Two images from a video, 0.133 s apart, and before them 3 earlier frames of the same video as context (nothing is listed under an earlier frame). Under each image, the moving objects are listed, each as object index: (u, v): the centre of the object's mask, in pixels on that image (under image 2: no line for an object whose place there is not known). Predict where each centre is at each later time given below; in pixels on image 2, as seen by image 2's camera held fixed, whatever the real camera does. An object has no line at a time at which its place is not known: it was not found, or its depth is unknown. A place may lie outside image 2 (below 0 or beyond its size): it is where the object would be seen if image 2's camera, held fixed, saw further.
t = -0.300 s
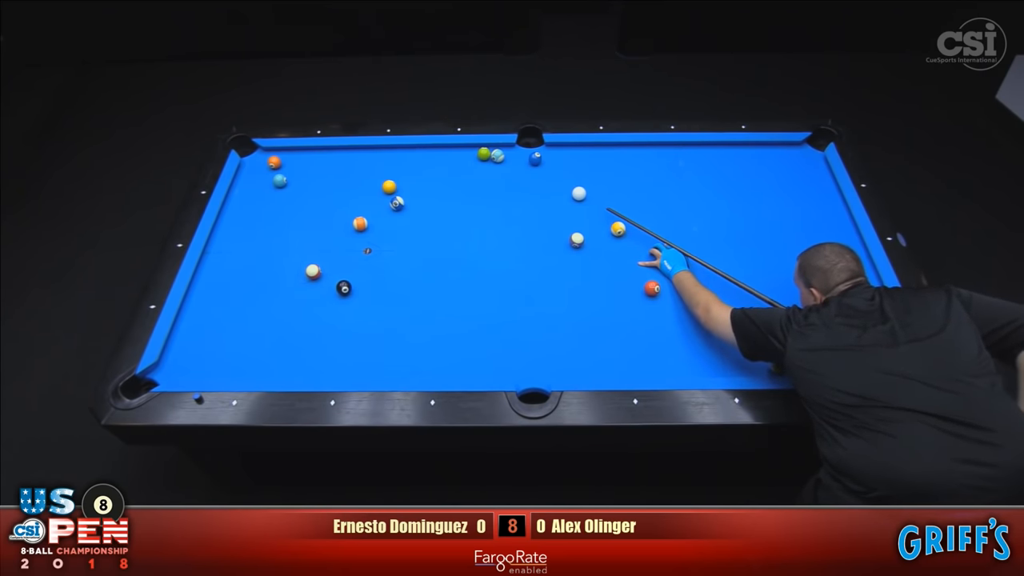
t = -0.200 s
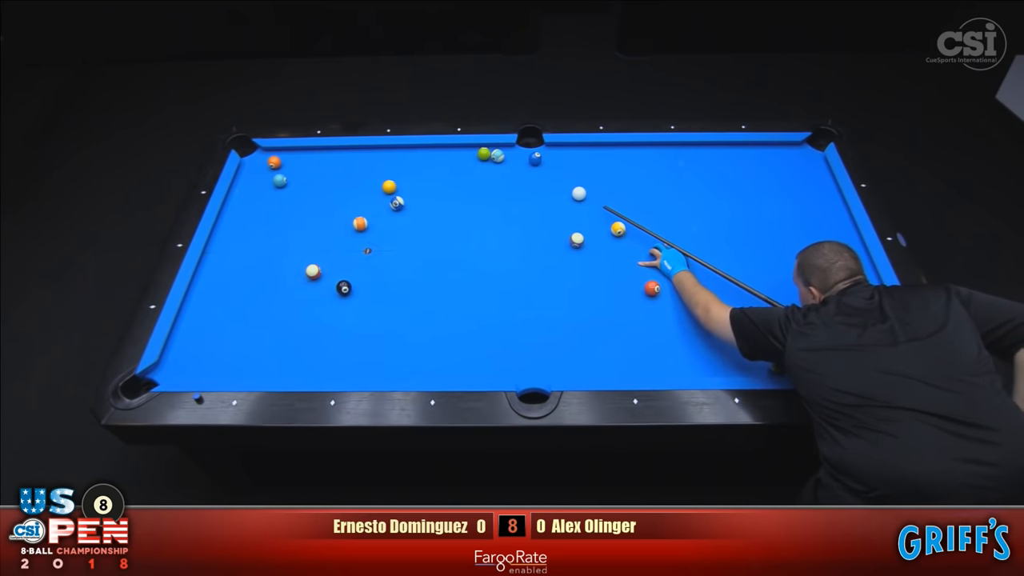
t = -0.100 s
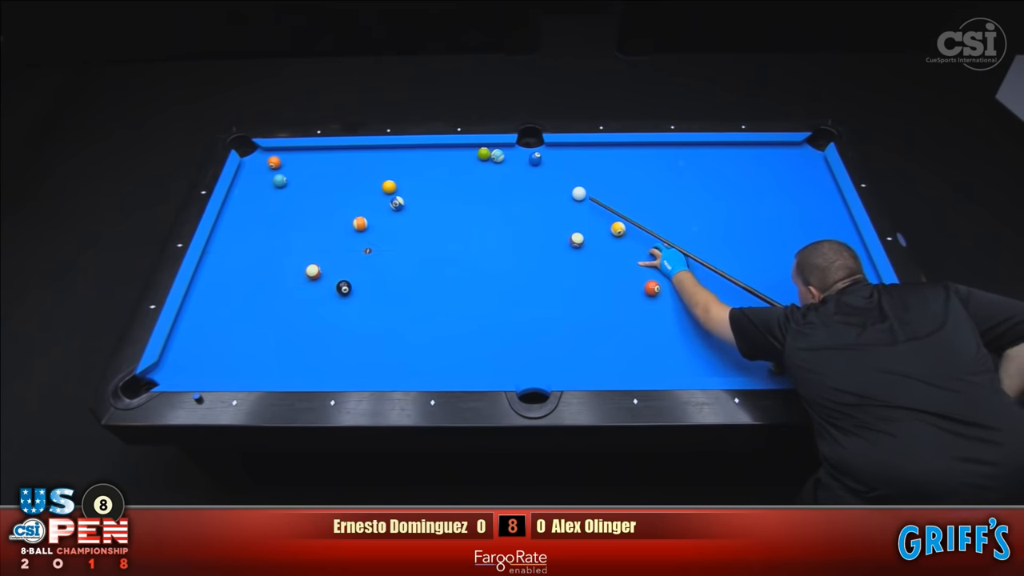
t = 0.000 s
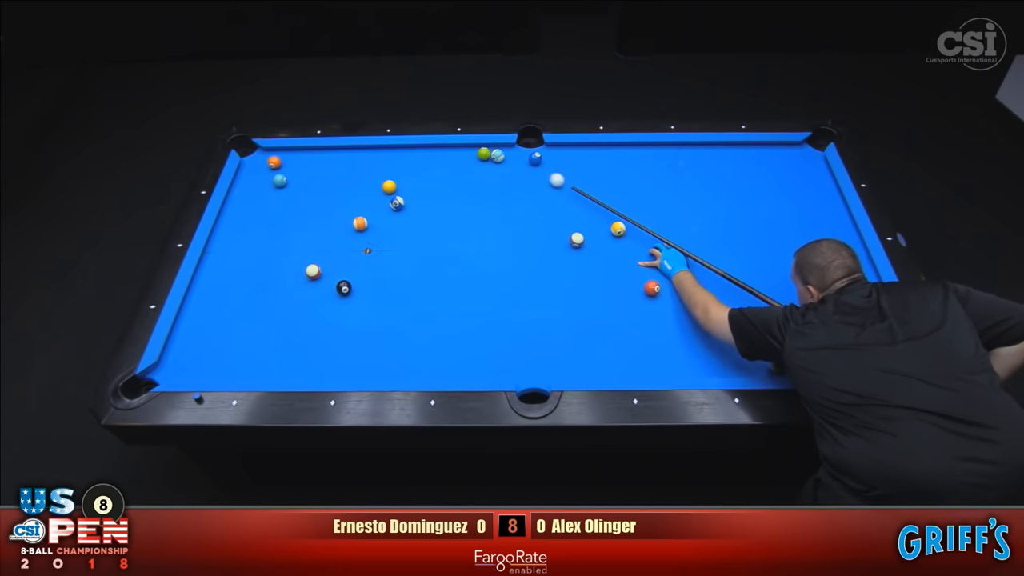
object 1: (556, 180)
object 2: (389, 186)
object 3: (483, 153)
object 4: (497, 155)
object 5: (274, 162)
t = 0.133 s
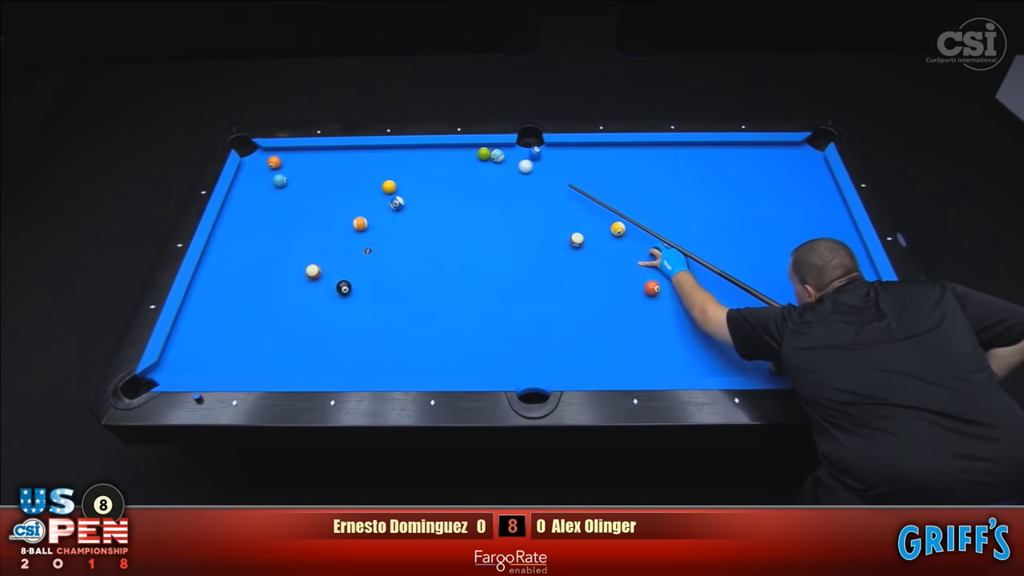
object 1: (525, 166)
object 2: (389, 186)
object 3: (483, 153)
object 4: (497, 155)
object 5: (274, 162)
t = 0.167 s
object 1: (518, 165)
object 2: (389, 186)
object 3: (483, 153)
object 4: (497, 155)
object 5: (274, 162)
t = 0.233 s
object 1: (503, 163)
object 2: (389, 186)
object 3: (483, 153)
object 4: (496, 154)
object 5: (274, 162)
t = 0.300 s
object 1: (492, 165)
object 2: (389, 186)
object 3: (480, 153)
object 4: (497, 152)
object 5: (274, 162)
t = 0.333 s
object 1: (487, 166)
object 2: (389, 186)
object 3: (478, 153)
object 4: (498, 151)
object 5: (274, 162)
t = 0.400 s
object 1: (475, 168)
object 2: (389, 186)
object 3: (475, 152)
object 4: (498, 148)
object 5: (274, 162)
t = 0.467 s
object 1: (464, 169)
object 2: (389, 186)
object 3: (471, 151)
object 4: (499, 150)
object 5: (274, 162)
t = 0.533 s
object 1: (453, 171)
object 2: (389, 186)
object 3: (468, 151)
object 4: (500, 151)
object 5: (274, 162)
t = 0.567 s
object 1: (448, 172)
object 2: (389, 187)
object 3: (466, 150)
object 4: (500, 152)
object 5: (274, 162)
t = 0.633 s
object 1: (437, 173)
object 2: (389, 187)
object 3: (463, 150)
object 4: (500, 153)
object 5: (274, 162)
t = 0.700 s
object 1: (426, 175)
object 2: (389, 187)
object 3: (459, 149)
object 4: (501, 155)
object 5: (274, 162)
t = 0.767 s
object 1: (416, 176)
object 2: (389, 186)
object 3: (456, 149)
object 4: (502, 157)
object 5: (274, 162)
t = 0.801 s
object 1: (410, 177)
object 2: (389, 186)
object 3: (455, 148)
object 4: (502, 157)
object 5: (274, 162)
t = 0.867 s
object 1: (400, 178)
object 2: (389, 187)
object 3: (452, 148)
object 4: (503, 160)
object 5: (274, 162)
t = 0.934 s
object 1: (392, 177)
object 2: (386, 189)
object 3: (450, 149)
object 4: (503, 161)
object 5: (274, 162)
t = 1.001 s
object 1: (385, 176)
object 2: (383, 191)
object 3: (448, 149)
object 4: (504, 163)
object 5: (274, 162)
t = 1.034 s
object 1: (381, 176)
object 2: (382, 193)
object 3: (447, 149)
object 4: (504, 163)
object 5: (274, 162)
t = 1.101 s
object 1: (374, 175)
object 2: (379, 195)
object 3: (445, 149)
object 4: (504, 165)
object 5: (274, 162)
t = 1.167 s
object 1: (368, 174)
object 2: (377, 197)
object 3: (442, 150)
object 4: (505, 166)
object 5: (274, 162)
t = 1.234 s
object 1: (361, 173)
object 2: (374, 199)
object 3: (441, 150)
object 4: (505, 168)
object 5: (274, 162)
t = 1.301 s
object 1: (354, 172)
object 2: (371, 202)
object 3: (439, 151)
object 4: (506, 169)
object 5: (274, 162)
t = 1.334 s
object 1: (351, 171)
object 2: (370, 203)
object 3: (438, 151)
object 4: (506, 170)
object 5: (274, 162)
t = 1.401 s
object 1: (345, 170)
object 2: (367, 205)
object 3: (436, 151)
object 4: (506, 171)
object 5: (274, 162)
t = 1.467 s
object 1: (339, 169)
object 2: (364, 207)
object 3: (435, 151)
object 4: (507, 172)
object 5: (274, 162)
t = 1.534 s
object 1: (333, 168)
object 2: (362, 209)
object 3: (434, 151)
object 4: (507, 173)
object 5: (274, 162)
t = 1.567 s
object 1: (330, 167)
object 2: (361, 210)
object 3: (433, 151)
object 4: (508, 174)
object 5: (274, 162)
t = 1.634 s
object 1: (324, 166)
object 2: (358, 211)
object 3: (431, 152)
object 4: (508, 175)
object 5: (274, 162)
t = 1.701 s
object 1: (318, 165)
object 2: (355, 213)
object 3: (430, 152)
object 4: (508, 176)
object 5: (274, 162)
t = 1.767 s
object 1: (312, 164)
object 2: (352, 215)
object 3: (429, 152)
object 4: (509, 177)
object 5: (274, 162)
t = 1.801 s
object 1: (309, 164)
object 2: (351, 215)
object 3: (429, 152)
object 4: (509, 177)
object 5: (274, 162)
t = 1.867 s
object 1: (303, 163)
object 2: (349, 217)
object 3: (428, 152)
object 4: (509, 178)
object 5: (274, 162)
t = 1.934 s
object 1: (298, 162)
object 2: (347, 218)
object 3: (427, 152)
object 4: (509, 179)
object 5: (274, 162)
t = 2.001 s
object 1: (293, 161)
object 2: (345, 219)
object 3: (426, 153)
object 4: (510, 180)
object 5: (274, 162)
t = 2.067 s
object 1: (288, 160)
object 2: (342, 220)
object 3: (425, 153)
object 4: (510, 180)
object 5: (274, 162)
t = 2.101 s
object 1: (287, 160)
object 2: (341, 221)
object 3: (425, 153)
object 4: (510, 180)
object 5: (272, 162)
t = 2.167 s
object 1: (286, 158)
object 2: (339, 222)
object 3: (424, 153)
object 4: (510, 181)
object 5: (269, 163)
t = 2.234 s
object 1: (285, 157)
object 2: (337, 223)
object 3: (424, 153)
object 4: (510, 182)
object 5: (266, 163)
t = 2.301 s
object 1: (284, 156)
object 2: (335, 224)
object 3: (424, 153)
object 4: (510, 182)
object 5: (263, 163)
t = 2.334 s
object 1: (283, 156)
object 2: (334, 224)
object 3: (423, 153)
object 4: (510, 182)
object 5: (261, 164)
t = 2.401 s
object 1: (282, 154)
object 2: (333, 225)
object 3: (423, 153)
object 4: (510, 183)
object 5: (258, 164)
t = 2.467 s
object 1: (281, 153)
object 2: (331, 226)
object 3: (423, 153)
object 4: (510, 183)
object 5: (256, 164)
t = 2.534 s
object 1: (280, 152)
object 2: (330, 226)
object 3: (423, 153)
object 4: (511, 184)
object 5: (253, 165)
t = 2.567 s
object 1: (280, 152)
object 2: (329, 227)
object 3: (423, 153)
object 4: (511, 184)
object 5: (252, 165)
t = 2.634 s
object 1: (279, 152)
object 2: (328, 227)
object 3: (423, 153)
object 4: (511, 184)
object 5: (249, 165)
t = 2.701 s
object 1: (278, 153)
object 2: (326, 228)
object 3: (423, 153)
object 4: (511, 184)
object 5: (246, 165)
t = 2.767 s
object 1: (277, 153)
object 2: (325, 228)
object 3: (423, 153)
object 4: (511, 184)
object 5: (244, 166)
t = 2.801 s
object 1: (277, 153)
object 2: (324, 229)
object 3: (423, 153)
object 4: (511, 184)
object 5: (244, 166)
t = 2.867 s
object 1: (276, 154)
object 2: (323, 229)
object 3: (423, 153)
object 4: (511, 184)
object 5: (246, 166)
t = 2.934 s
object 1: (275, 154)
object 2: (322, 230)
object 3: (423, 153)
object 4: (511, 184)
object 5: (247, 166)
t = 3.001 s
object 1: (275, 155)
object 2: (321, 230)
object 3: (423, 153)
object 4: (511, 184)
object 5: (249, 166)
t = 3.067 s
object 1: (274, 155)
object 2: (321, 230)
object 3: (423, 153)
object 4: (511, 184)
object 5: (250, 166)
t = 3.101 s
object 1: (274, 155)
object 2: (320, 230)
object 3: (423, 153)
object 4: (511, 184)
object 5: (250, 166)
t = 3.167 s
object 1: (273, 155)
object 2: (320, 231)
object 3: (423, 153)
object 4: (511, 184)
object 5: (251, 166)
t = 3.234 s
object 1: (273, 156)
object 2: (319, 231)
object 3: (423, 153)
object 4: (511, 184)
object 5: (252, 166)
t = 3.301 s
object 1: (273, 156)
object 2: (319, 231)
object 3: (423, 153)
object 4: (511, 184)
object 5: (253, 166)
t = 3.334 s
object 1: (273, 156)
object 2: (319, 231)
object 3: (423, 153)
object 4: (511, 184)
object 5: (254, 166)
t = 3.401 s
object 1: (273, 156)
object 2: (318, 231)
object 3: (423, 153)
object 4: (511, 184)
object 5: (255, 166)
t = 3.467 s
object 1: (272, 156)
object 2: (318, 232)
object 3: (423, 153)
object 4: (511, 184)
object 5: (255, 166)
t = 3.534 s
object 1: (272, 156)
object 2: (318, 232)
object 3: (423, 153)
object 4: (511, 184)
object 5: (256, 166)
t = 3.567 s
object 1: (272, 156)
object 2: (318, 231)
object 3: (423, 153)
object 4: (511, 184)
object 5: (256, 166)
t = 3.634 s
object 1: (272, 156)
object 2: (318, 232)
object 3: (423, 153)
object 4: (511, 184)
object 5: (256, 166)
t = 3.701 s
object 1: (272, 156)
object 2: (318, 231)
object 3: (423, 153)
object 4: (511, 184)
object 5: (256, 166)
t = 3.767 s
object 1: (272, 156)
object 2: (318, 232)
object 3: (423, 153)
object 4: (511, 184)
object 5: (256, 166)
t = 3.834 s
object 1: (272, 156)
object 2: (318, 232)
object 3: (423, 153)
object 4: (511, 184)
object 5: (257, 166)
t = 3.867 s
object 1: (272, 156)
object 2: (318, 232)
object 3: (423, 153)
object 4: (511, 184)
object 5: (257, 166)
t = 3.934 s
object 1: (272, 156)
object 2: (318, 231)
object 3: (423, 153)
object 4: (511, 184)
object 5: (257, 166)
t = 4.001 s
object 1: (272, 156)
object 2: (318, 231)
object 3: (423, 153)
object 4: (511, 184)
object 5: (257, 166)
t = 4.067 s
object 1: (272, 156)
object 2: (318, 232)
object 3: (423, 153)
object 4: (511, 184)
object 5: (257, 166)
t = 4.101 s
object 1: (272, 156)
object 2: (318, 231)
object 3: (423, 153)
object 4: (511, 184)
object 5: (257, 166)
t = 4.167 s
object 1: (272, 156)
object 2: (318, 232)
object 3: (423, 153)
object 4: (511, 184)
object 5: (257, 166)
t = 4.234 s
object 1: (272, 156)
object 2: (318, 232)
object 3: (423, 153)
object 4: (511, 184)
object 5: (257, 166)
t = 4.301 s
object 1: (272, 156)
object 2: (318, 231)
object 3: (423, 153)
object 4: (511, 184)
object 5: (257, 166)
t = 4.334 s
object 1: (272, 156)
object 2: (318, 231)
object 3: (423, 153)
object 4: (511, 184)
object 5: (257, 166)
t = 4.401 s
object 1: (272, 156)
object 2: (318, 231)
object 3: (423, 153)
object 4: (511, 184)
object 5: (257, 166)
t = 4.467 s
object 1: (272, 156)
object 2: (318, 231)
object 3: (423, 153)
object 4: (511, 184)
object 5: (257, 166)
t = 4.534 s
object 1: (272, 156)
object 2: (318, 231)
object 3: (423, 153)
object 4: (511, 184)
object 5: (257, 166)
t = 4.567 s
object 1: (272, 156)
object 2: (318, 232)
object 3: (423, 153)
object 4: (511, 184)
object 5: (257, 166)
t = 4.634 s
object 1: (272, 156)
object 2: (318, 232)
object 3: (423, 153)
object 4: (511, 184)
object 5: (257, 166)
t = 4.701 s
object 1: (272, 156)
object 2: (318, 231)
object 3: (423, 153)
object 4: (511, 184)
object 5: (257, 166)
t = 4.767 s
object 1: (272, 156)
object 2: (318, 231)
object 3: (423, 153)
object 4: (511, 184)
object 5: (257, 166)
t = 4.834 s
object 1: (272, 156)
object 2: (318, 232)
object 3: (423, 153)
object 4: (511, 184)
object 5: (257, 166)
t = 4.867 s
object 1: (272, 156)
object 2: (318, 231)
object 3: (423, 153)
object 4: (511, 184)
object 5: (257, 166)
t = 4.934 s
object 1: (272, 156)
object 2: (318, 231)
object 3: (423, 153)
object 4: (511, 184)
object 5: (257, 166)
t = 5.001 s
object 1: (272, 156)
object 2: (318, 232)
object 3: (423, 153)
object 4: (511, 184)
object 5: (257, 166)
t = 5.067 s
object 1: (272, 156)
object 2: (318, 231)
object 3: (423, 153)
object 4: (511, 184)
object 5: (257, 166)
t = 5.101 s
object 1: (272, 156)
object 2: (318, 231)
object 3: (423, 153)
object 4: (511, 184)
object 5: (257, 166)
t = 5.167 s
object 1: (272, 156)
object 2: (318, 232)
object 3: (423, 153)
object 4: (511, 184)
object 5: (257, 166)
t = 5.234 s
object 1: (272, 156)
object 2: (318, 232)
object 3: (423, 153)
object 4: (511, 184)
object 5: (257, 166)
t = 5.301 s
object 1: (272, 156)
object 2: (318, 232)
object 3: (423, 153)
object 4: (511, 184)
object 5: (257, 166)
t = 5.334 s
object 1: (272, 156)
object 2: (317, 232)
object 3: (423, 153)
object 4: (511, 184)
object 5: (257, 167)
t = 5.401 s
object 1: (272, 156)
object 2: (318, 232)
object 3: (423, 153)
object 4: (511, 184)
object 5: (257, 166)
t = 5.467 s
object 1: (272, 156)
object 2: (318, 232)
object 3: (423, 153)
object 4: (511, 184)
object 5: (257, 166)
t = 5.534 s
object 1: (272, 156)
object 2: (318, 231)
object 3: (423, 153)
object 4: (511, 184)
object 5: (257, 166)
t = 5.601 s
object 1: (272, 156)
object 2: (318, 231)
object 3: (423, 153)
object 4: (511, 184)
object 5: (257, 166)
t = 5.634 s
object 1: (272, 156)
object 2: (318, 231)
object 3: (423, 153)
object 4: (511, 184)
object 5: (257, 166)
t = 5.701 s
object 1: (272, 156)
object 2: (318, 231)
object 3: (423, 153)
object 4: (511, 184)
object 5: (257, 166)
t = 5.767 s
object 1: (272, 156)
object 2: (318, 231)
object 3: (423, 153)
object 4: (511, 184)
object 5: (257, 166)
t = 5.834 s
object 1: (272, 156)
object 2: (318, 231)
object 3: (423, 153)
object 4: (511, 184)
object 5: (257, 166)
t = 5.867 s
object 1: (272, 156)
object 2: (318, 232)
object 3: (423, 153)
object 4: (511, 184)
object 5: (257, 166)
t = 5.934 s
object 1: (272, 156)
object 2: (318, 231)
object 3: (423, 153)
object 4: (511, 184)
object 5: (257, 166)
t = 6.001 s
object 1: (272, 156)
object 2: (318, 231)
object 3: (423, 153)
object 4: (511, 184)
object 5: (257, 166)
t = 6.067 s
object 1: (272, 156)
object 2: (318, 231)
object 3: (423, 153)
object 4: (511, 184)
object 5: (257, 166)
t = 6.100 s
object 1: (272, 156)
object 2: (318, 231)
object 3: (423, 153)
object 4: (511, 184)
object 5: (257, 166)
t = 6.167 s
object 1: (272, 156)
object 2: (318, 232)
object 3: (423, 153)
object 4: (511, 184)
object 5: (257, 166)
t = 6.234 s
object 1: (272, 156)
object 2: (318, 231)
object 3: (423, 153)
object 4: (511, 184)
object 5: (257, 166)
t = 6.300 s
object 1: (272, 156)
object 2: (318, 231)
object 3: (423, 153)
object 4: (511, 184)
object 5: (257, 166)
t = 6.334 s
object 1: (272, 156)
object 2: (318, 231)
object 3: (423, 153)
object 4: (511, 184)
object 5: (257, 166)
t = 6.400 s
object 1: (272, 156)
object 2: (318, 231)
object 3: (423, 153)
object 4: (511, 184)
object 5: (257, 166)
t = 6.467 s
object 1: (272, 156)
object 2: (318, 231)
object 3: (423, 153)
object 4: (511, 184)
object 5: (257, 166)
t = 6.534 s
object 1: (272, 156)
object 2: (318, 231)
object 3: (423, 153)
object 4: (511, 184)
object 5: (257, 166)
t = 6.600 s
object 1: (272, 156)
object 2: (318, 231)
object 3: (423, 153)
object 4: (511, 184)
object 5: (257, 167)
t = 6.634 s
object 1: (272, 156)
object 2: (318, 231)
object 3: (423, 153)
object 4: (511, 184)
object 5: (257, 166)
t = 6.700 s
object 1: (272, 156)
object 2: (318, 231)
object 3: (423, 153)
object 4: (511, 184)
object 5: (257, 167)
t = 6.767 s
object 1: (272, 156)
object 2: (318, 231)
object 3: (423, 153)
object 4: (511, 184)
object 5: (257, 167)
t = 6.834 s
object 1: (272, 156)
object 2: (318, 231)
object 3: (423, 153)
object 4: (511, 184)
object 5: (257, 166)
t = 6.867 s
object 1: (272, 156)
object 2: (318, 231)
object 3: (423, 153)
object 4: (511, 184)
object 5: (257, 167)
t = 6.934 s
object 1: (272, 156)
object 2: (318, 232)
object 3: (423, 153)
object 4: (511, 184)
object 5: (257, 166)
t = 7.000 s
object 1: (272, 156)
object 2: (318, 231)
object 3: (423, 153)
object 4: (511, 184)
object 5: (257, 167)
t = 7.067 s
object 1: (272, 156)
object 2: (318, 232)
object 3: (423, 153)
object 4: (511, 184)
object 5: (257, 166)
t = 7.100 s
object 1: (272, 156)
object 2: (318, 231)
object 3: (423, 153)
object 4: (511, 184)
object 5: (257, 166)
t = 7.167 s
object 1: (272, 156)
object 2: (318, 231)
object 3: (423, 153)
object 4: (511, 184)
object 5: (257, 166)
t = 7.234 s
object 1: (272, 156)
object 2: (318, 231)
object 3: (423, 153)
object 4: (511, 184)
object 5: (257, 166)
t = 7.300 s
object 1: (272, 156)
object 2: (318, 231)
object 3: (423, 153)
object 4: (511, 184)
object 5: (257, 166)
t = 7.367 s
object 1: (272, 156)
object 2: (318, 231)
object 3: (423, 153)
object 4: (511, 184)
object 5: (257, 166)
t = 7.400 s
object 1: (272, 156)
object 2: (318, 231)
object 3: (423, 153)
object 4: (511, 184)
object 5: (257, 166)
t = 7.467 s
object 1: (272, 156)
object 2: (318, 231)
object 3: (423, 153)
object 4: (511, 184)
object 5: (257, 166)
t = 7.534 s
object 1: (272, 156)
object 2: (318, 231)
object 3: (423, 153)
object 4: (511, 184)
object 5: (257, 166)
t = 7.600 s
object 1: (272, 156)
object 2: (318, 231)
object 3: (423, 153)
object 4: (511, 184)
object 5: (257, 166)
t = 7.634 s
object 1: (272, 156)
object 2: (318, 231)
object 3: (423, 153)
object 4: (511, 184)
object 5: (257, 167)
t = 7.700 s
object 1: (272, 156)
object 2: (318, 231)
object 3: (423, 153)
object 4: (511, 184)
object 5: (257, 166)
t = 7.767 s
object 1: (272, 156)
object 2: (318, 231)
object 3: (423, 153)
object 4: (511, 184)
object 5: (257, 167)
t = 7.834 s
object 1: (272, 156)
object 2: (318, 231)
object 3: (423, 153)
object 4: (511, 184)
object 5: (257, 166)
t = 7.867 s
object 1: (272, 156)
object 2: (318, 231)
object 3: (423, 153)
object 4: (511, 184)
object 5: (257, 166)
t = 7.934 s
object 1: (272, 156)
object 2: (318, 231)
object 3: (423, 153)
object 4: (511, 184)
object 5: (257, 166)
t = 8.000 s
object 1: (272, 156)
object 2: (318, 232)
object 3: (423, 153)
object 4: (511, 184)
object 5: (257, 166)
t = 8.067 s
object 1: (272, 156)
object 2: (318, 231)
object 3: (423, 153)
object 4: (511, 184)
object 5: (257, 166)
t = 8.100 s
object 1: (272, 156)
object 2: (318, 231)
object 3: (423, 153)
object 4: (511, 184)
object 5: (257, 166)
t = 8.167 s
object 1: (272, 156)
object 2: (318, 231)
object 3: (423, 153)
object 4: (511, 184)
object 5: (257, 166)
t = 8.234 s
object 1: (272, 156)
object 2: (318, 231)
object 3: (423, 153)
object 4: (511, 184)
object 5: (257, 166)
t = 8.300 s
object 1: (272, 156)
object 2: (318, 231)
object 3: (423, 153)
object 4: (511, 184)
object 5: (257, 166)
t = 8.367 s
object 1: (272, 156)
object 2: (318, 231)
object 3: (423, 153)
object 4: (511, 184)
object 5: (257, 166)
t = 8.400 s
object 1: (272, 156)
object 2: (318, 231)
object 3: (423, 153)
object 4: (511, 184)
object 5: (257, 166)
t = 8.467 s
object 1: (272, 156)
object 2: (318, 231)
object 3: (423, 153)
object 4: (511, 184)
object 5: (257, 166)
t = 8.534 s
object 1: (272, 156)
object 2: (318, 231)
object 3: (423, 153)
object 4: (511, 184)
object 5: (257, 166)
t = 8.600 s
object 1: (272, 156)
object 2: (318, 231)
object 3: (423, 153)
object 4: (511, 184)
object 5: (257, 167)
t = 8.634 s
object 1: (272, 156)
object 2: (318, 231)
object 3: (423, 153)
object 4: (511, 184)
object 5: (257, 167)
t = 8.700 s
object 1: (272, 156)
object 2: (318, 231)
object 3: (423, 153)
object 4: (511, 184)
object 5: (257, 167)
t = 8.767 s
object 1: (272, 156)
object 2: (318, 231)
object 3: (423, 153)
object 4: (511, 184)
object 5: (257, 167)
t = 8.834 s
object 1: (272, 156)
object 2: (318, 231)
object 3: (423, 153)
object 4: (511, 184)
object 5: (257, 167)
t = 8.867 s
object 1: (272, 156)
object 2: (318, 231)
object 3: (423, 153)
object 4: (511, 184)
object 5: (257, 167)
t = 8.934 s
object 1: (272, 156)
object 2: (318, 231)
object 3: (423, 153)
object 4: (511, 184)
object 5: (257, 167)
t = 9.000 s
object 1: (272, 156)
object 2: (318, 231)
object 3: (423, 153)
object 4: (511, 184)
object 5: (257, 167)
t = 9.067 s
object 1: (272, 156)
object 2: (318, 231)
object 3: (423, 153)
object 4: (511, 184)
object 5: (257, 167)
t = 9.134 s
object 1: (272, 156)
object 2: (318, 231)
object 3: (423, 153)
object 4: (511, 184)
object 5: (257, 166)
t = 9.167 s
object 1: (272, 156)
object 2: (318, 231)
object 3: (423, 153)
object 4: (511, 184)
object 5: (257, 167)
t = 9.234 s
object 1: (272, 156)
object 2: (318, 232)
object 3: (423, 153)
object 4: (511, 184)
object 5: (257, 167)
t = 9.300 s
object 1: (272, 156)
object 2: (318, 231)
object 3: (423, 153)
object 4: (511, 184)
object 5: (257, 167)
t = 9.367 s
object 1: (272, 156)
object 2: (318, 231)
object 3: (423, 153)
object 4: (511, 184)
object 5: (257, 167)
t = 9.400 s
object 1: (272, 156)
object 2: (318, 231)
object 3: (423, 153)
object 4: (511, 184)
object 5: (257, 167)
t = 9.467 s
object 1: (272, 156)
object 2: (318, 231)
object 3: (423, 153)
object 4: (511, 184)
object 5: (257, 167)
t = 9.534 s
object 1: (272, 156)
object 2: (318, 231)
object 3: (423, 153)
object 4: (511, 184)
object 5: (257, 167)
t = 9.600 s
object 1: (272, 156)
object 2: (318, 231)
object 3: (423, 153)
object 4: (511, 184)
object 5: (257, 167)
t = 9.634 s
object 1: (272, 156)
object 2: (318, 231)
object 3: (423, 153)
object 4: (511, 184)
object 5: (257, 167)
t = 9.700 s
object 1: (272, 156)
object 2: (318, 231)
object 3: (423, 153)
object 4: (511, 184)
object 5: (257, 167)
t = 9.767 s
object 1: (272, 156)
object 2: (318, 231)
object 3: (423, 153)
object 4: (511, 184)
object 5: (257, 167)
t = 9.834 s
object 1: (272, 156)
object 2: (318, 231)
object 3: (423, 153)
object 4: (511, 184)
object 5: (257, 167)
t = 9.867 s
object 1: (272, 156)
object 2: (318, 231)
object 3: (423, 153)
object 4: (511, 184)
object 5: (257, 167)
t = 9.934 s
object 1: (272, 156)
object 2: (318, 231)
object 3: (423, 153)
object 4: (511, 184)
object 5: (257, 167)
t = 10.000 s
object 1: (272, 156)
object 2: (318, 231)
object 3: (423, 153)
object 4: (511, 184)
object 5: (257, 167)
